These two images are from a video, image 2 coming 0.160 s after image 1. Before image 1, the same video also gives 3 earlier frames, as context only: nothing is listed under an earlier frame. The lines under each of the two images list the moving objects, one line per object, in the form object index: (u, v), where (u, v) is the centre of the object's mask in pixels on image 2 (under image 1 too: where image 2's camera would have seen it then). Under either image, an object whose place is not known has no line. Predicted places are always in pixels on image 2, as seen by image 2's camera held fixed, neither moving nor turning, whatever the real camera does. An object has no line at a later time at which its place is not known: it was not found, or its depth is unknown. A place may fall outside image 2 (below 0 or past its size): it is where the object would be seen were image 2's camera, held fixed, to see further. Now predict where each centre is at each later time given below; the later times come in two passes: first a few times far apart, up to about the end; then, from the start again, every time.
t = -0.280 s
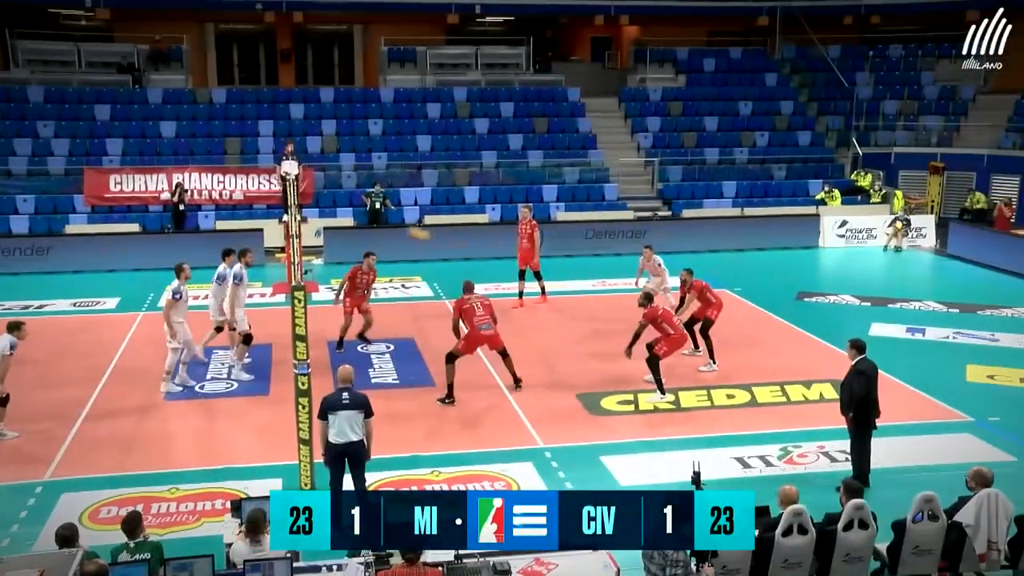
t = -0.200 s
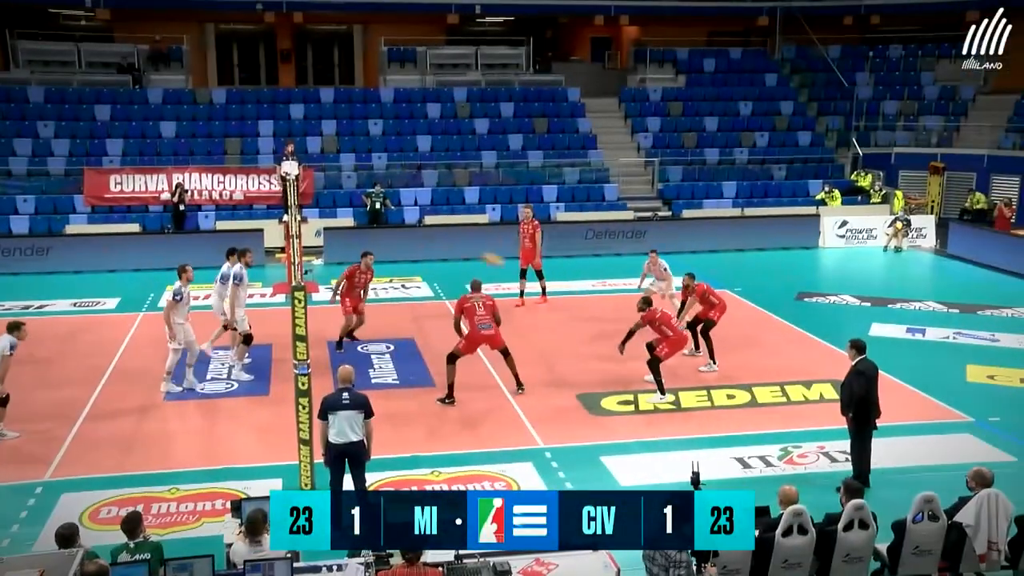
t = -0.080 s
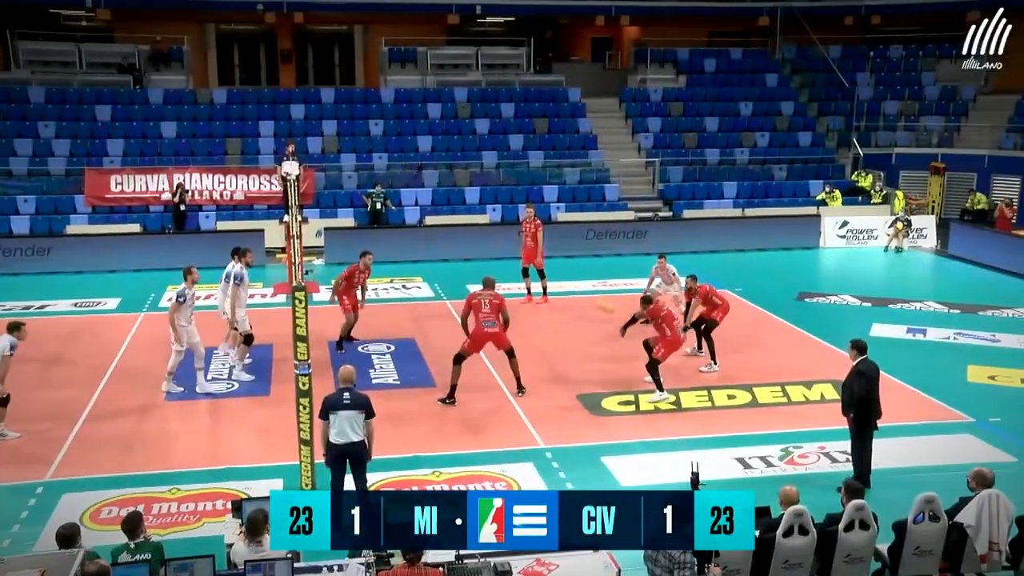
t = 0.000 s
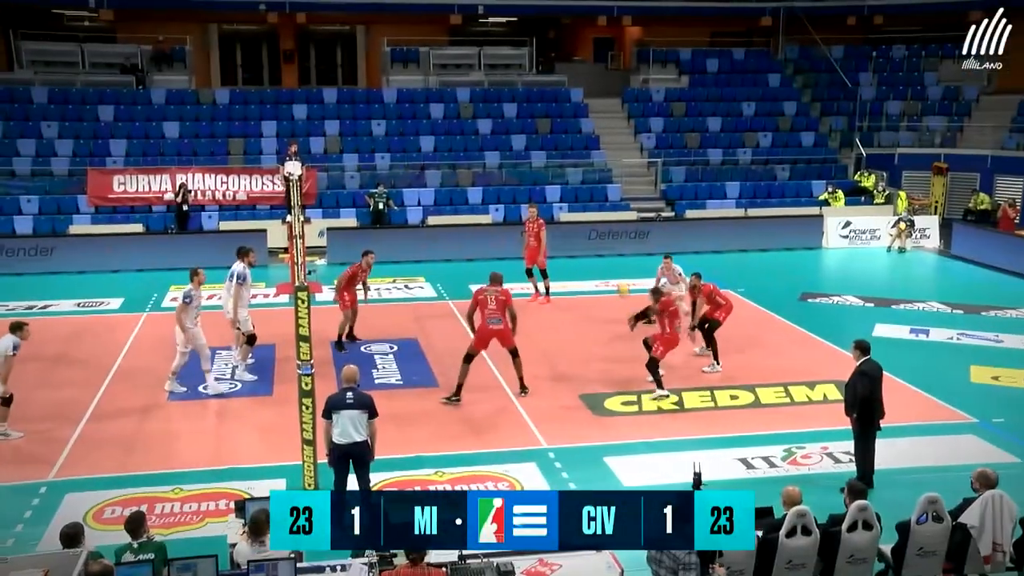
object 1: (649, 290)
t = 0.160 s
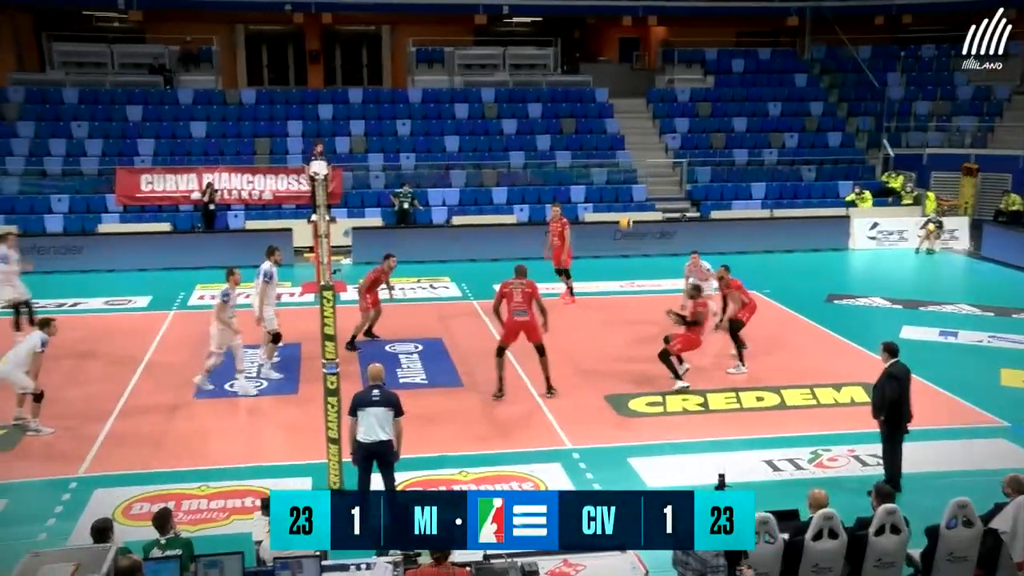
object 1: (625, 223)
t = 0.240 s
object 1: (614, 195)
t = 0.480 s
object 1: (583, 142)
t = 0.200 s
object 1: (620, 207)
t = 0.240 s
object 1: (614, 195)
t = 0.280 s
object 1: (610, 184)
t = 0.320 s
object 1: (604, 173)
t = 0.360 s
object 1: (599, 163)
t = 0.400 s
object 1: (594, 155)
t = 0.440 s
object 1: (588, 148)
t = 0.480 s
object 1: (583, 142)
